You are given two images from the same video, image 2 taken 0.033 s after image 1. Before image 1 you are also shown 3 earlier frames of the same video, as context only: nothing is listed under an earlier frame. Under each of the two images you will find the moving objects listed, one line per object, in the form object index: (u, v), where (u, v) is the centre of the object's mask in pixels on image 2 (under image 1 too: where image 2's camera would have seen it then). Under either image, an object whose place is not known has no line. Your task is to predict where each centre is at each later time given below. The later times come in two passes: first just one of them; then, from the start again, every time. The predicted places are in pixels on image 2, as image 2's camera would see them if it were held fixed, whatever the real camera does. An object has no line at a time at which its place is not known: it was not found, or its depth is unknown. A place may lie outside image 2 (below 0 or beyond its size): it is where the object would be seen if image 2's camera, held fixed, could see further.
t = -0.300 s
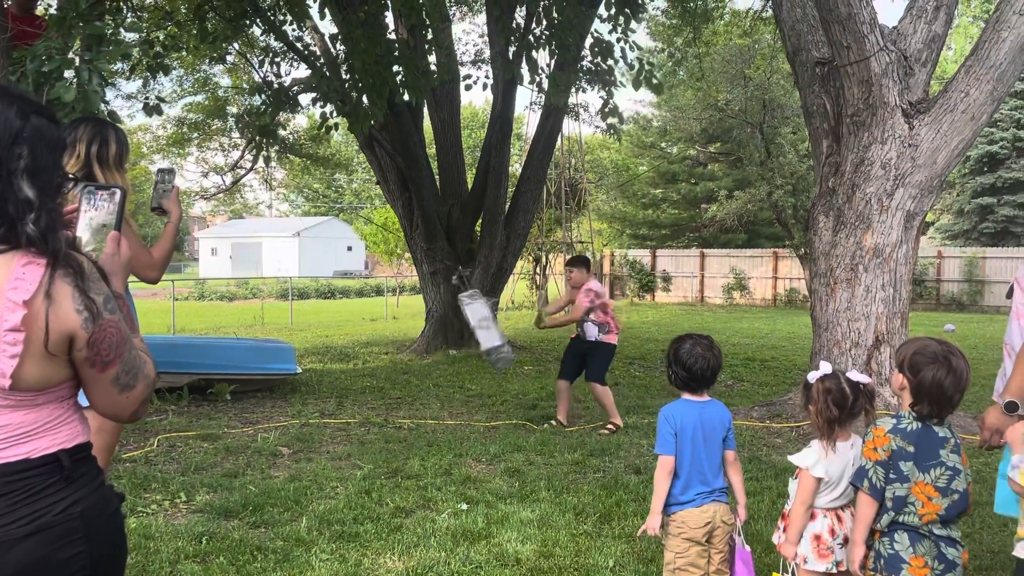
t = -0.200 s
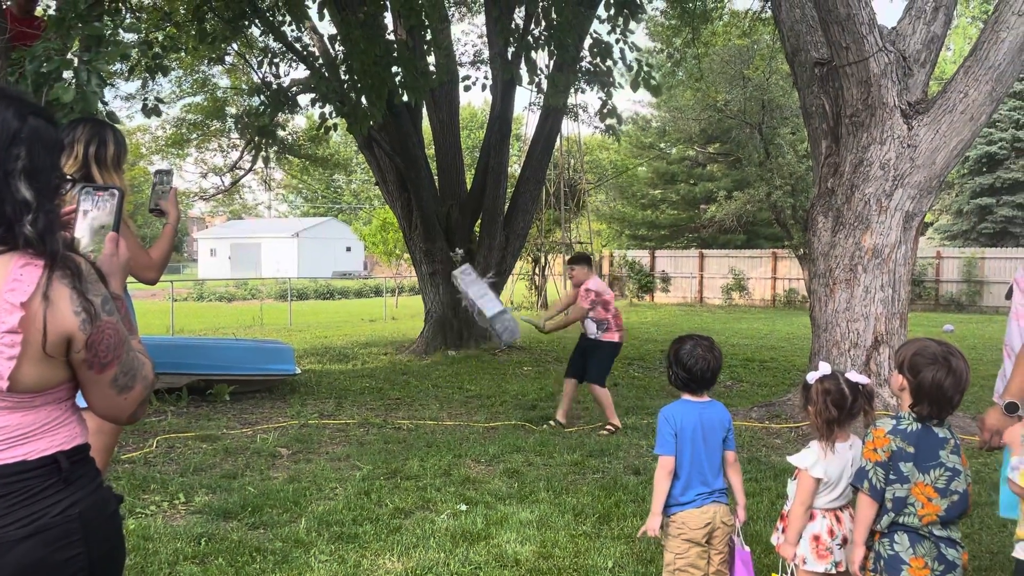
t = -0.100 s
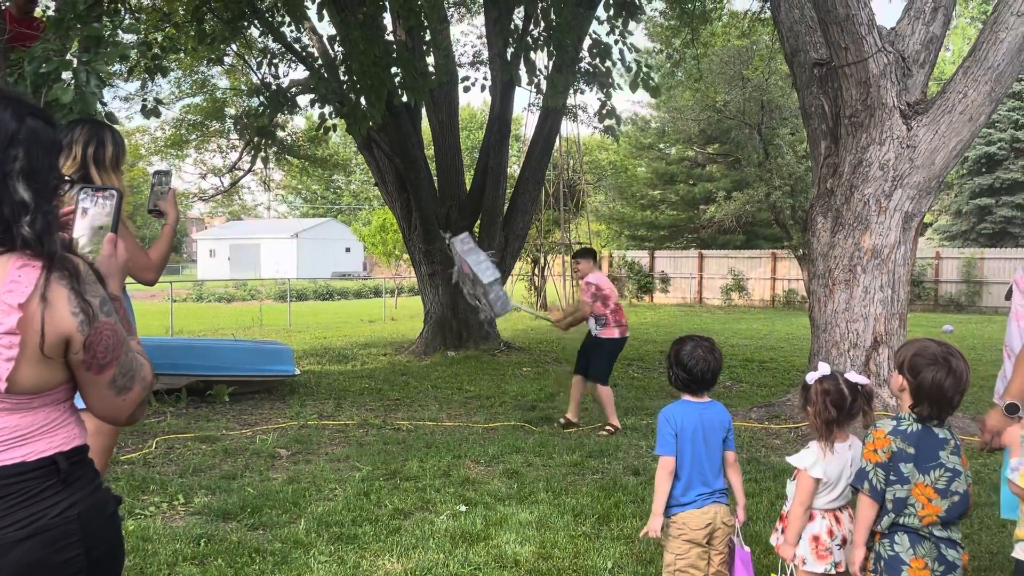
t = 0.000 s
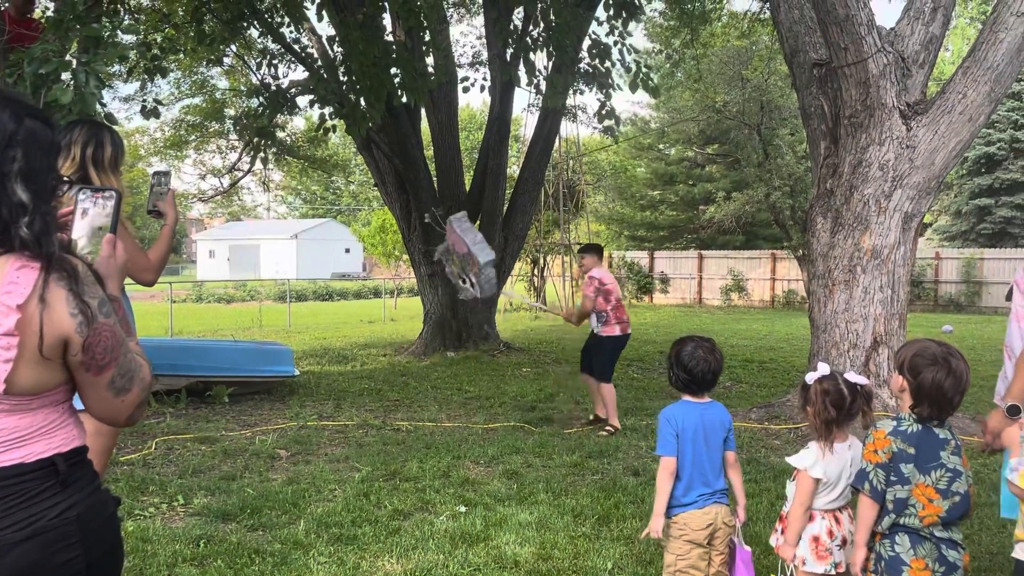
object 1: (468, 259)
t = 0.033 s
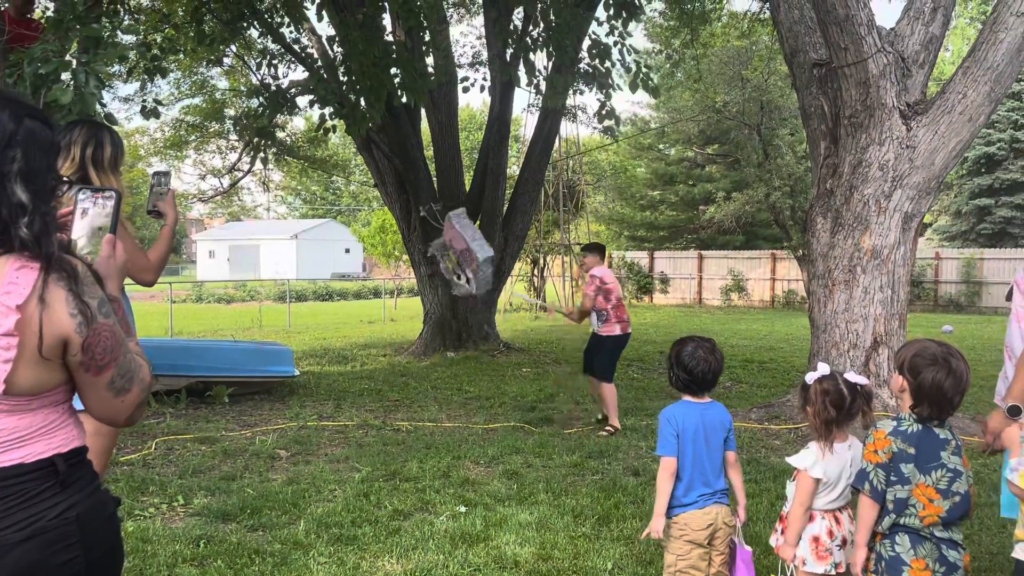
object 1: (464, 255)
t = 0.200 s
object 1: (445, 256)
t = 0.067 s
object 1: (460, 252)
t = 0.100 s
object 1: (456, 251)
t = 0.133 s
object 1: (452, 252)
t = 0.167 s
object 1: (449, 254)
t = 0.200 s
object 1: (445, 256)
